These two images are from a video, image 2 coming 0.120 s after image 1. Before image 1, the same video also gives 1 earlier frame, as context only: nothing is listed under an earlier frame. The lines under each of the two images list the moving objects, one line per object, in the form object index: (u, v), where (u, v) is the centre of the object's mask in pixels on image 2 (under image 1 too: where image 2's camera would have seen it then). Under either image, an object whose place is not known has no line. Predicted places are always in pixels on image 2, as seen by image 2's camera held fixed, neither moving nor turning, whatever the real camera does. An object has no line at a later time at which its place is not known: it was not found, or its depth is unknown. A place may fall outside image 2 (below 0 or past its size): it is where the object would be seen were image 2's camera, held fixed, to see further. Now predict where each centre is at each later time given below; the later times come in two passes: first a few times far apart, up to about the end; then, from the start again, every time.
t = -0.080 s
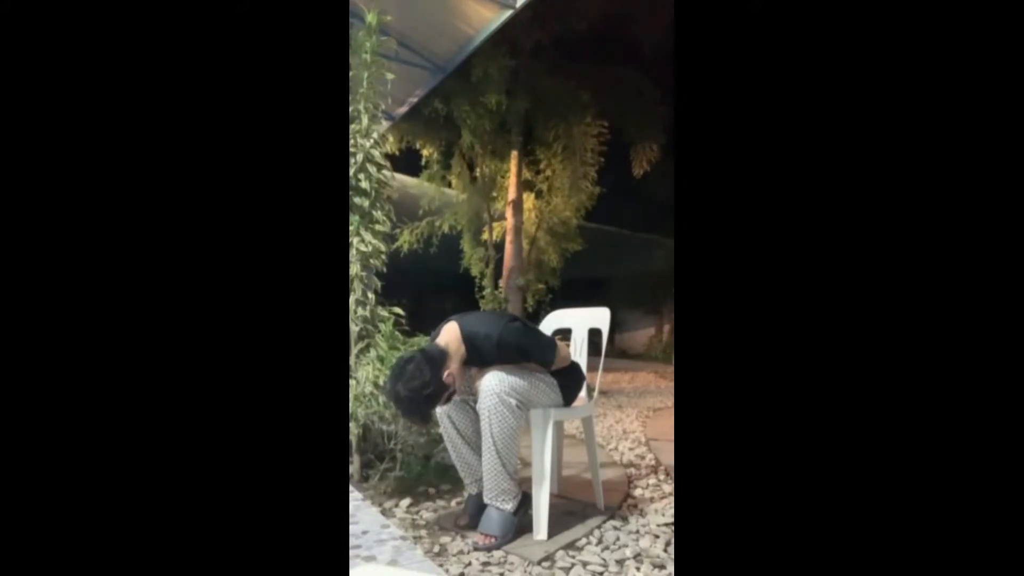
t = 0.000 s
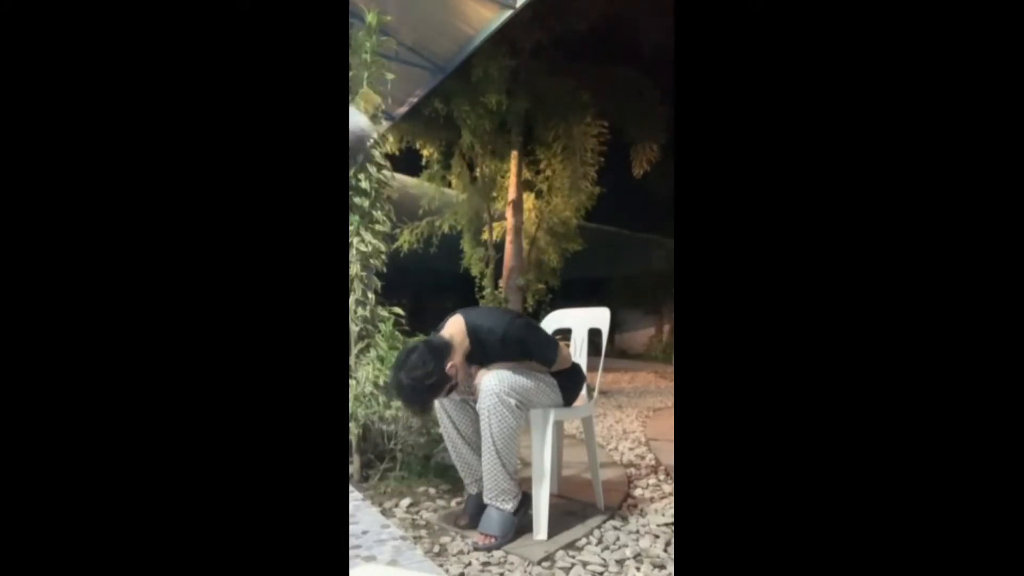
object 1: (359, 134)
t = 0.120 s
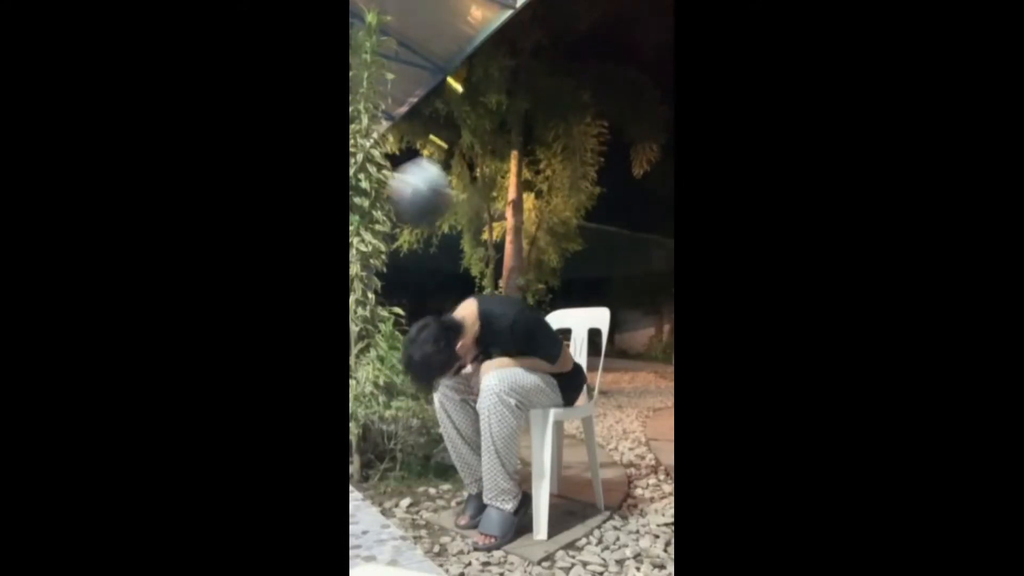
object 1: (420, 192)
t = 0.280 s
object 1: (523, 225)
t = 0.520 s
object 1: (627, 214)
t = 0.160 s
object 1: (448, 204)
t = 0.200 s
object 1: (470, 213)
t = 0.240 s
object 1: (496, 220)
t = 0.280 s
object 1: (523, 225)
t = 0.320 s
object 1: (543, 227)
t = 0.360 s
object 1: (564, 227)
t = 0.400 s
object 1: (583, 226)
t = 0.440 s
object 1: (599, 224)
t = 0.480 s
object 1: (614, 218)
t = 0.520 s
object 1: (627, 214)
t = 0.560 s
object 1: (639, 210)
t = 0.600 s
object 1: (649, 205)
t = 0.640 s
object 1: (657, 199)
